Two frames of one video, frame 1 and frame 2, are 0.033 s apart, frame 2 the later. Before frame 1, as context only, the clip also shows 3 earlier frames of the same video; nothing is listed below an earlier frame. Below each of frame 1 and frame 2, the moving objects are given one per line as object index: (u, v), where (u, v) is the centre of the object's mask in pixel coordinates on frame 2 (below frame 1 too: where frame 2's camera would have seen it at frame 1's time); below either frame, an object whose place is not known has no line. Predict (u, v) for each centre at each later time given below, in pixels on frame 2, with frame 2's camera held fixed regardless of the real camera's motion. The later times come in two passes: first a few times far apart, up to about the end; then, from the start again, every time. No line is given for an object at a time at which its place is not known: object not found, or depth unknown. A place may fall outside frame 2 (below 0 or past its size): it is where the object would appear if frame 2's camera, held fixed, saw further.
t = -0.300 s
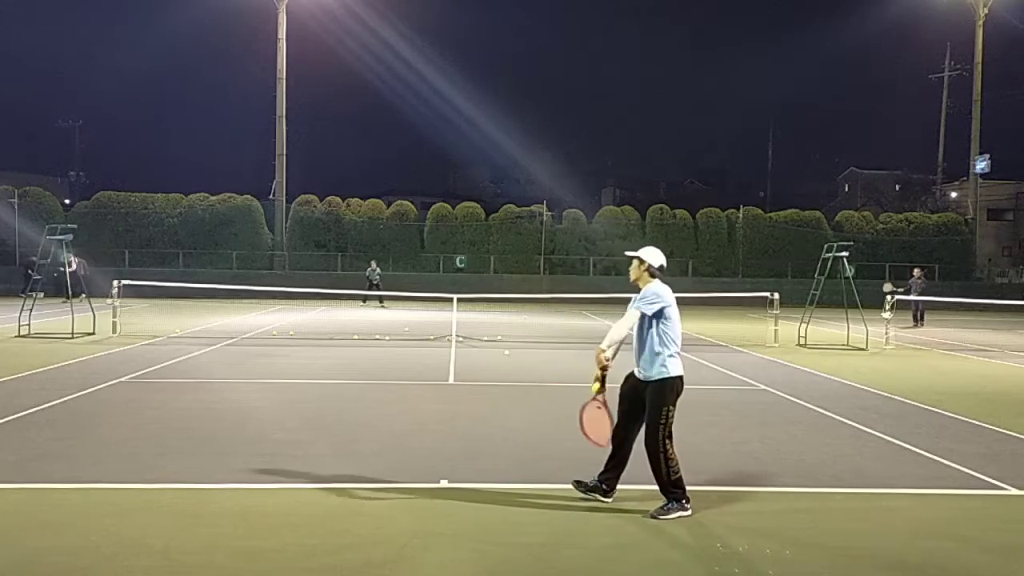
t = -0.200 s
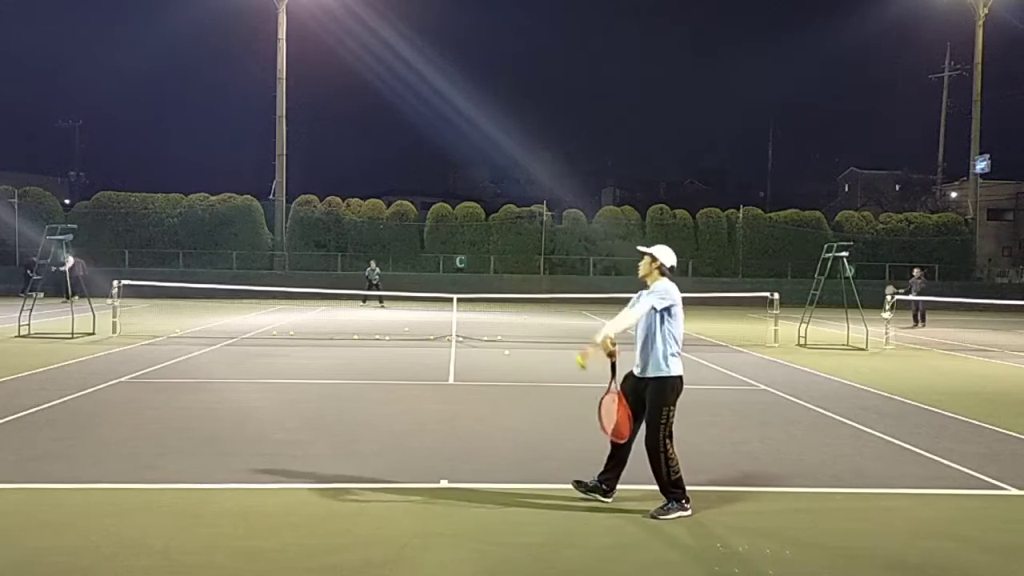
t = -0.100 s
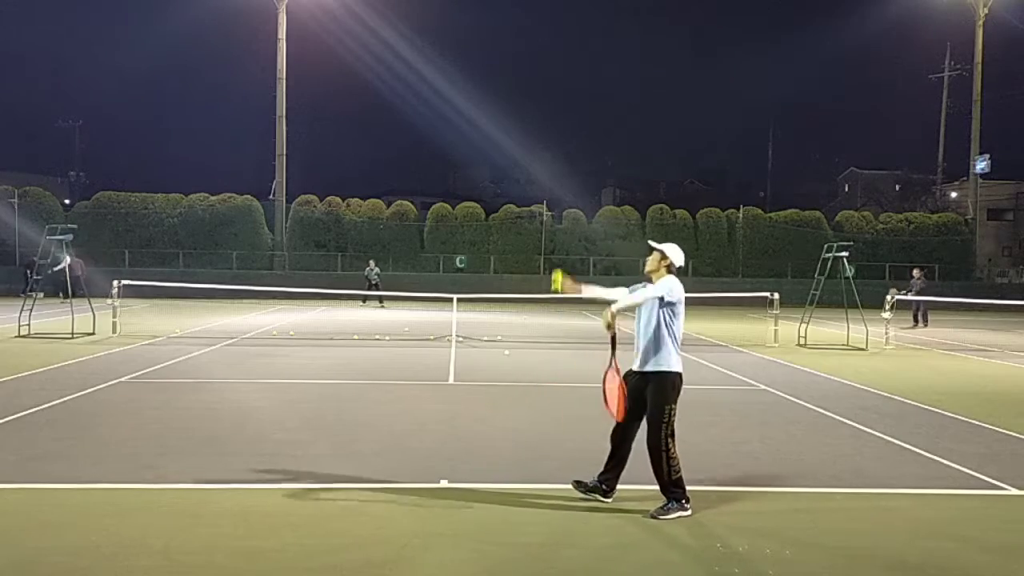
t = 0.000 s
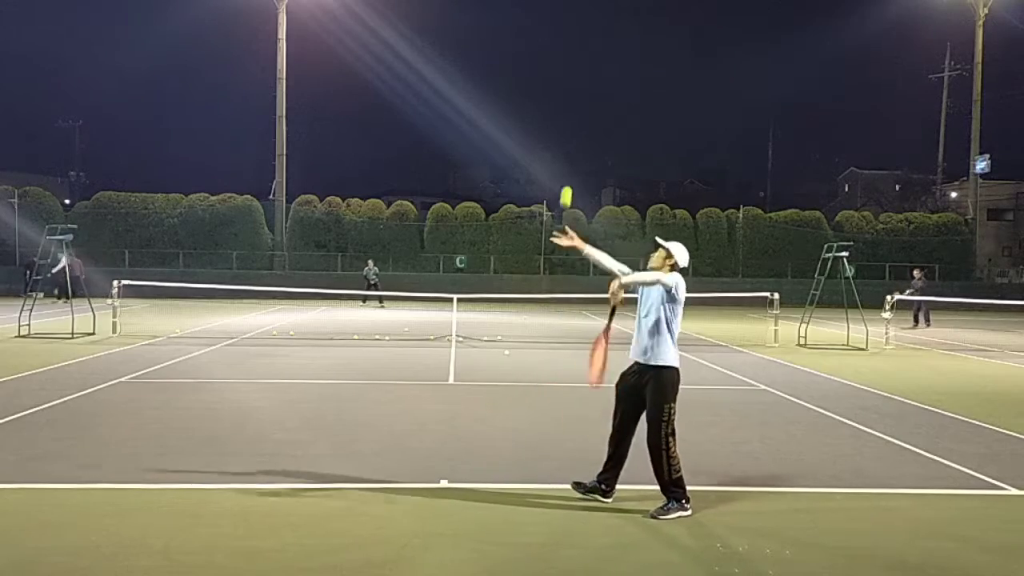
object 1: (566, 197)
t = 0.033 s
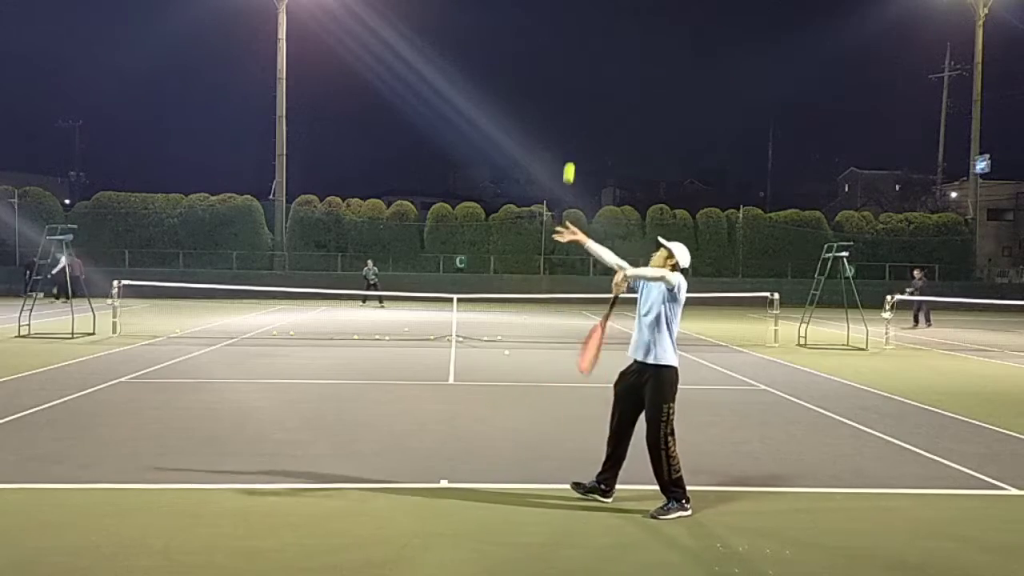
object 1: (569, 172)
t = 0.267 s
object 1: (589, 54)
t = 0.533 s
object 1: (609, 23)
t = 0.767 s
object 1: (624, 81)
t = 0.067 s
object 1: (572, 150)
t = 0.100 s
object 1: (574, 130)
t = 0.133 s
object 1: (578, 112)
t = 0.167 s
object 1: (581, 94)
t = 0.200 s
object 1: (583, 79)
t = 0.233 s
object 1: (586, 66)
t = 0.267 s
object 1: (589, 54)
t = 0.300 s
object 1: (592, 44)
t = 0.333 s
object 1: (595, 36)
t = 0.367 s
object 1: (597, 30)
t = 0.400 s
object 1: (600, 25)
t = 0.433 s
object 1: (602, 22)
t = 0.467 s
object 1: (605, 21)
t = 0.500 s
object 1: (607, 21)
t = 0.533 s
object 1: (609, 23)
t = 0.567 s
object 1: (612, 27)
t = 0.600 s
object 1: (614, 31)
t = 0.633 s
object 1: (616, 39)
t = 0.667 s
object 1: (618, 46)
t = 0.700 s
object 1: (620, 57)
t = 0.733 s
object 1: (622, 68)
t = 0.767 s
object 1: (624, 81)
